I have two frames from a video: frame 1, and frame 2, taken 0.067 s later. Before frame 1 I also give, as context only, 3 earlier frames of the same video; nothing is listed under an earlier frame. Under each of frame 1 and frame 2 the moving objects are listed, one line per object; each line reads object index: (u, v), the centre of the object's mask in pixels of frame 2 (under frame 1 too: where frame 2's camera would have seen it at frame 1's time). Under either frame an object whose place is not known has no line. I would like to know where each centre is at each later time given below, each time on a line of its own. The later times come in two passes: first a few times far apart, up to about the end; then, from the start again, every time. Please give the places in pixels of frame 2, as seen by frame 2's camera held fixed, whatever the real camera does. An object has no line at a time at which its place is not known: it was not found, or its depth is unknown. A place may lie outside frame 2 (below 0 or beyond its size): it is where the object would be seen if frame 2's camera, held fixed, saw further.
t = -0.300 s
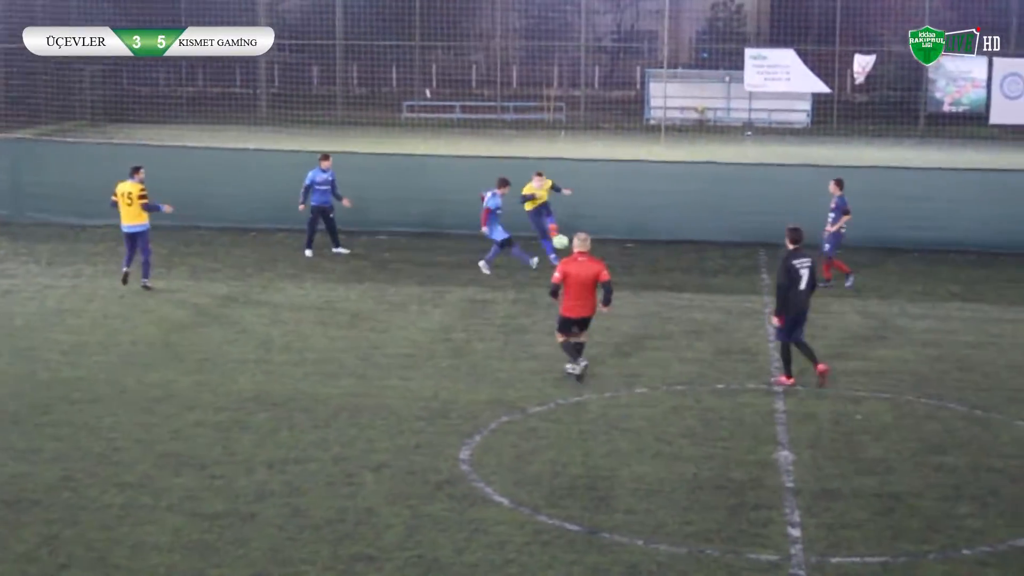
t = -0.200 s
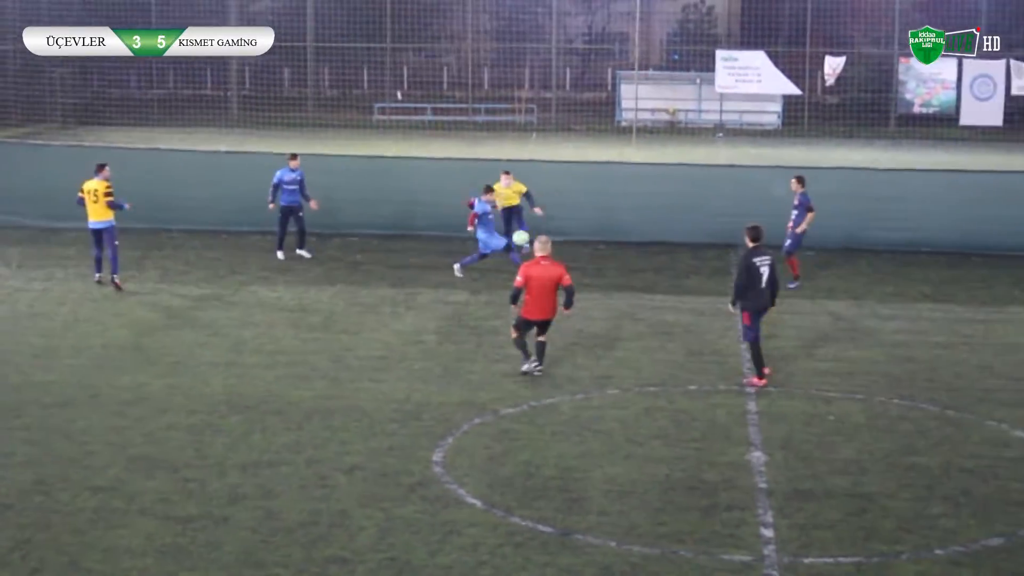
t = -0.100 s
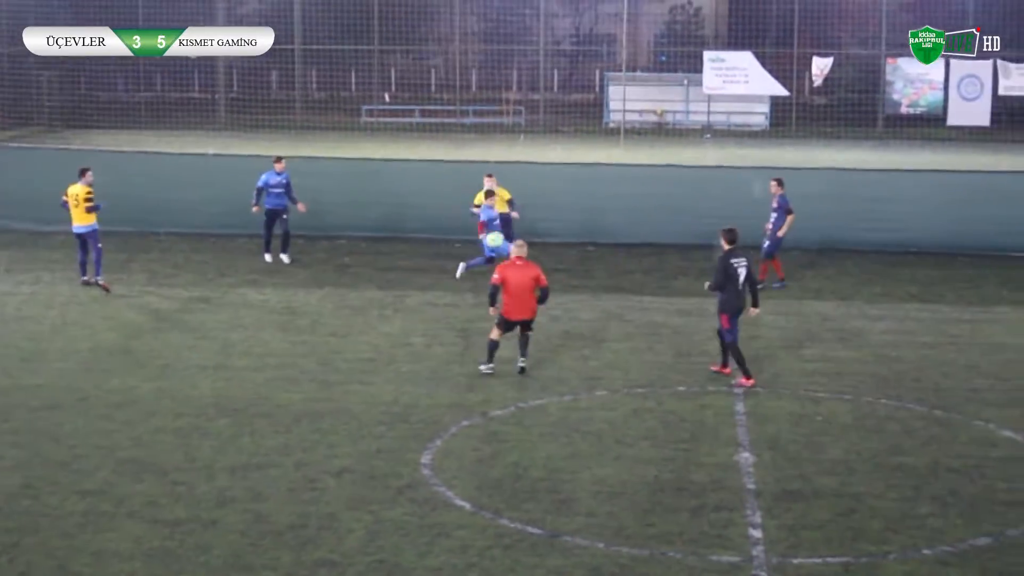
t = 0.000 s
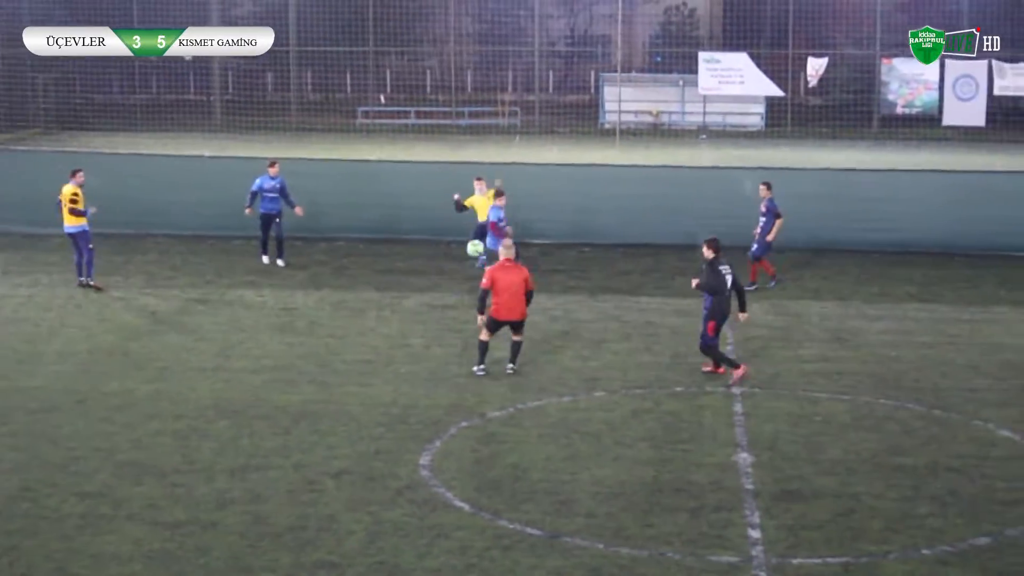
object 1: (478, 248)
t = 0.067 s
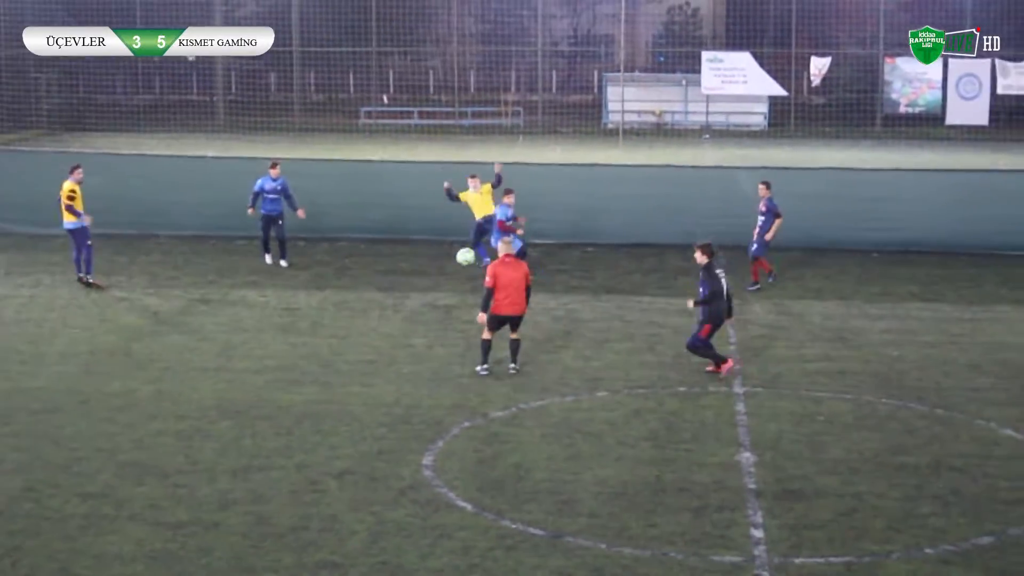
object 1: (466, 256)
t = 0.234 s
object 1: (428, 296)
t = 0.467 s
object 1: (358, 406)
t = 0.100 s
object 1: (459, 262)
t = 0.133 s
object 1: (452, 269)
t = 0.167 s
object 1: (445, 277)
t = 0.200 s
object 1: (437, 286)
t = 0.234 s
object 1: (428, 296)
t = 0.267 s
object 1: (420, 308)
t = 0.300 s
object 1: (411, 321)
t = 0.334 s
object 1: (401, 335)
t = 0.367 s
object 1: (390, 350)
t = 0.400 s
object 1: (381, 367)
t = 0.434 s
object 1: (369, 386)
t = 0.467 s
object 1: (358, 406)
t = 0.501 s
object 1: (345, 428)
